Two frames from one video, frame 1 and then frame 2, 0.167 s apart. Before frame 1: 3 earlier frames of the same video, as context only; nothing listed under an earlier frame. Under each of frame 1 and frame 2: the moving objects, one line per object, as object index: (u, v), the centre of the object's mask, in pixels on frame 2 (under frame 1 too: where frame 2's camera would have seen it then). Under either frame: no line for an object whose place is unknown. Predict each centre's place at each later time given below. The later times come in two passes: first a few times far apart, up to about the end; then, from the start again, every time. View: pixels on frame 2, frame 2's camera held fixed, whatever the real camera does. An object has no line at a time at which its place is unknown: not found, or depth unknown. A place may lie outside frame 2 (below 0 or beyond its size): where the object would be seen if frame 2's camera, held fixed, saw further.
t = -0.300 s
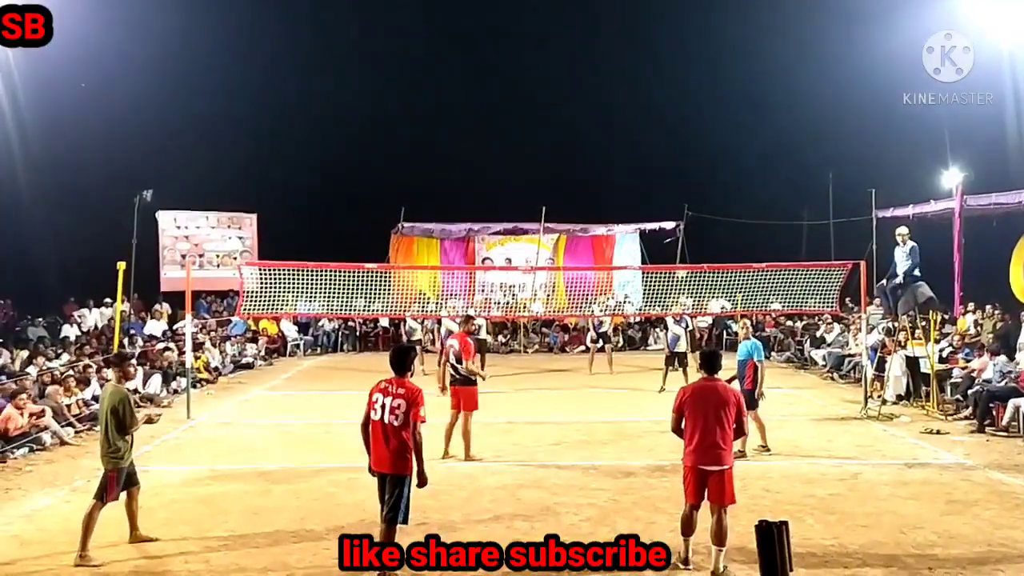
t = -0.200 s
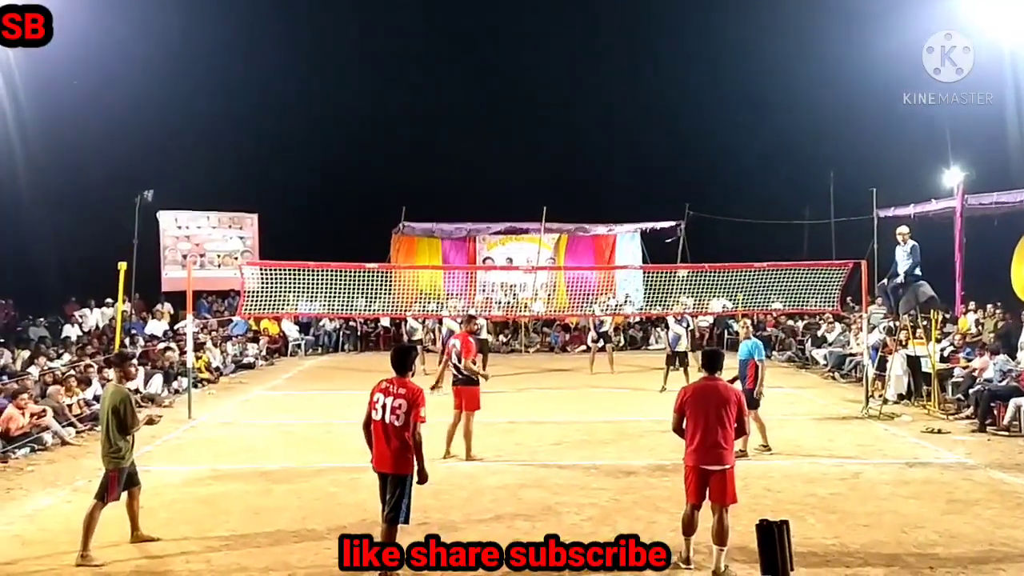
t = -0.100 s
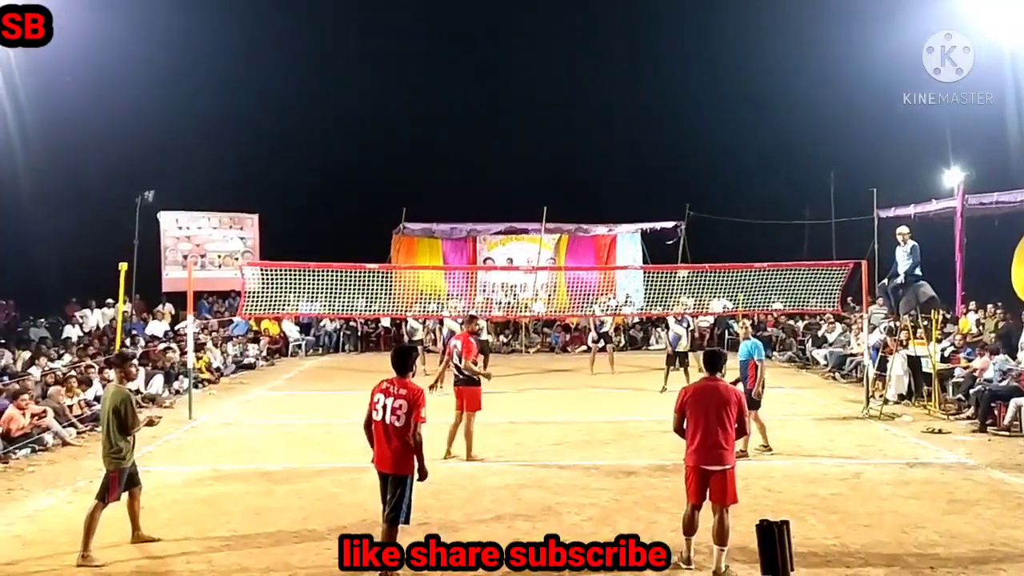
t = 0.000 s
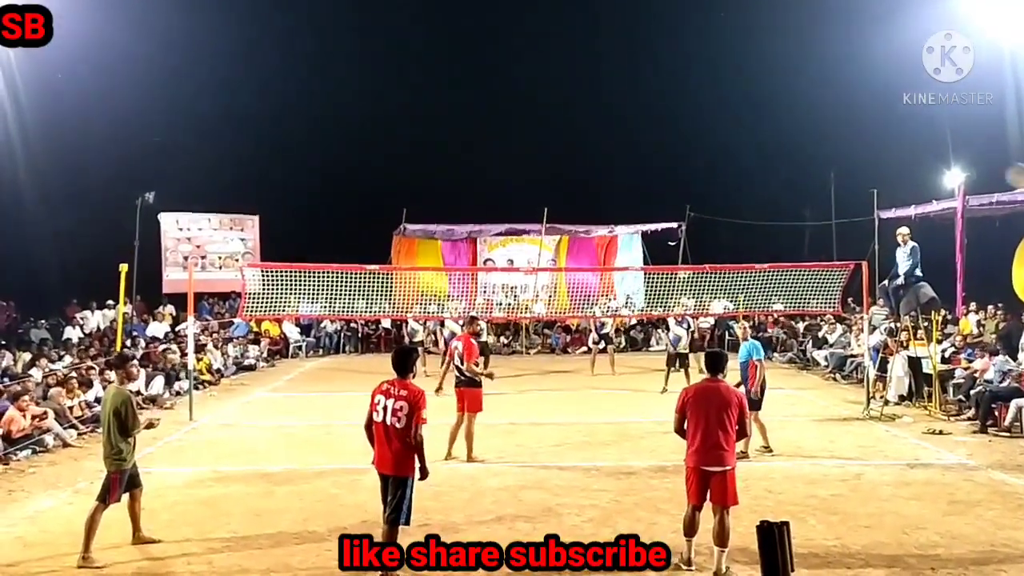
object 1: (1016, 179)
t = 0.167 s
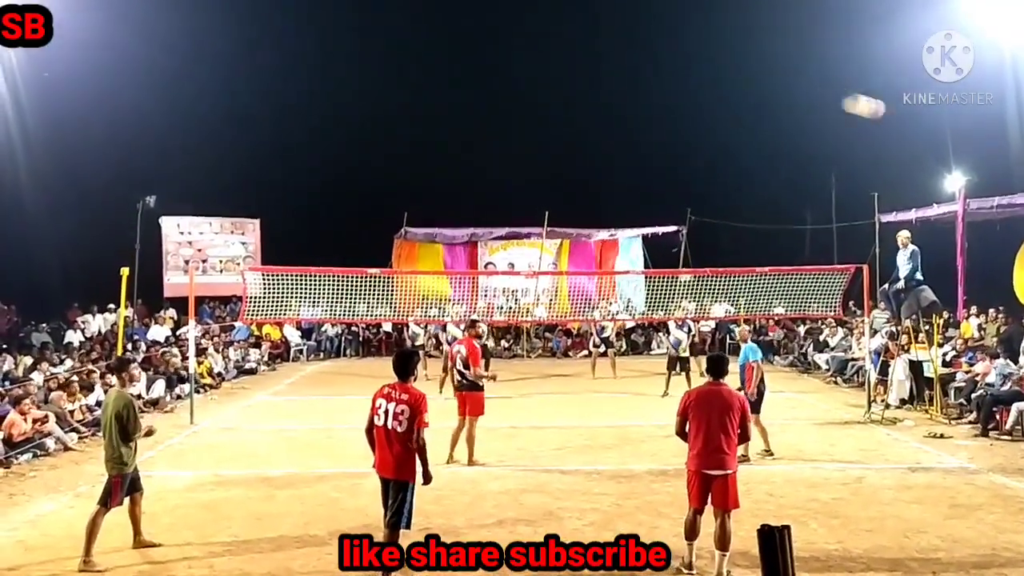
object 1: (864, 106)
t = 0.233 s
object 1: (811, 89)
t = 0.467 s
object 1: (680, 72)
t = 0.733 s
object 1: (583, 101)
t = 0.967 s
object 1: (522, 150)
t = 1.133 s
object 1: (490, 194)
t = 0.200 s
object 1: (836, 97)
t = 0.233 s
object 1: (811, 89)
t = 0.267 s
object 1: (790, 83)
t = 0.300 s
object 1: (768, 78)
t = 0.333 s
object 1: (747, 75)
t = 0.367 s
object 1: (729, 73)
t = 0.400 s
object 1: (712, 71)
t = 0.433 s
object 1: (695, 71)
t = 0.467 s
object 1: (680, 72)
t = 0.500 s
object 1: (666, 73)
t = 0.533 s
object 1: (652, 75)
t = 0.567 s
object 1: (639, 78)
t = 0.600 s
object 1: (627, 82)
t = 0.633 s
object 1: (615, 86)
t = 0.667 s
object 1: (604, 90)
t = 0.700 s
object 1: (593, 95)
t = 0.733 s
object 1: (583, 101)
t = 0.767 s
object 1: (573, 107)
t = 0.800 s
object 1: (563, 113)
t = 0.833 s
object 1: (554, 120)
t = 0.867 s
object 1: (546, 127)
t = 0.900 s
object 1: (537, 135)
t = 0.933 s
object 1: (530, 142)
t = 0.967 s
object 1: (522, 150)
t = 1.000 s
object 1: (515, 158)
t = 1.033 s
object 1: (509, 167)
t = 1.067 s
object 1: (502, 175)
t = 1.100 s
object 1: (496, 185)
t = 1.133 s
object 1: (490, 194)
